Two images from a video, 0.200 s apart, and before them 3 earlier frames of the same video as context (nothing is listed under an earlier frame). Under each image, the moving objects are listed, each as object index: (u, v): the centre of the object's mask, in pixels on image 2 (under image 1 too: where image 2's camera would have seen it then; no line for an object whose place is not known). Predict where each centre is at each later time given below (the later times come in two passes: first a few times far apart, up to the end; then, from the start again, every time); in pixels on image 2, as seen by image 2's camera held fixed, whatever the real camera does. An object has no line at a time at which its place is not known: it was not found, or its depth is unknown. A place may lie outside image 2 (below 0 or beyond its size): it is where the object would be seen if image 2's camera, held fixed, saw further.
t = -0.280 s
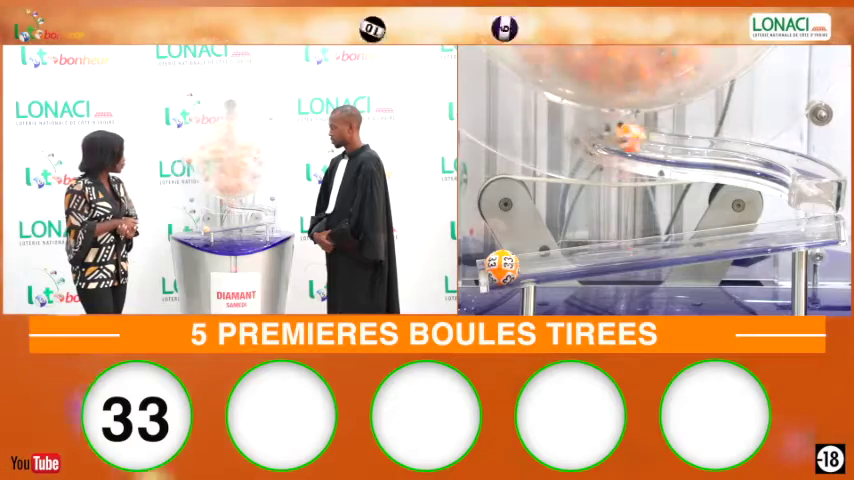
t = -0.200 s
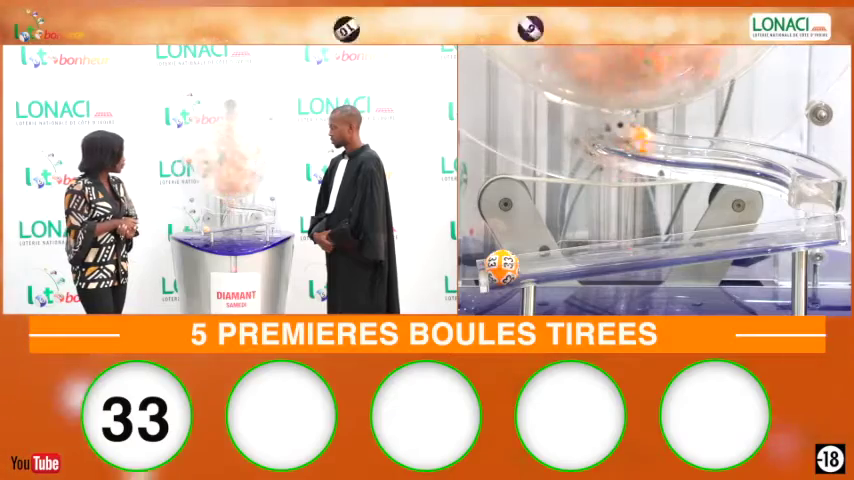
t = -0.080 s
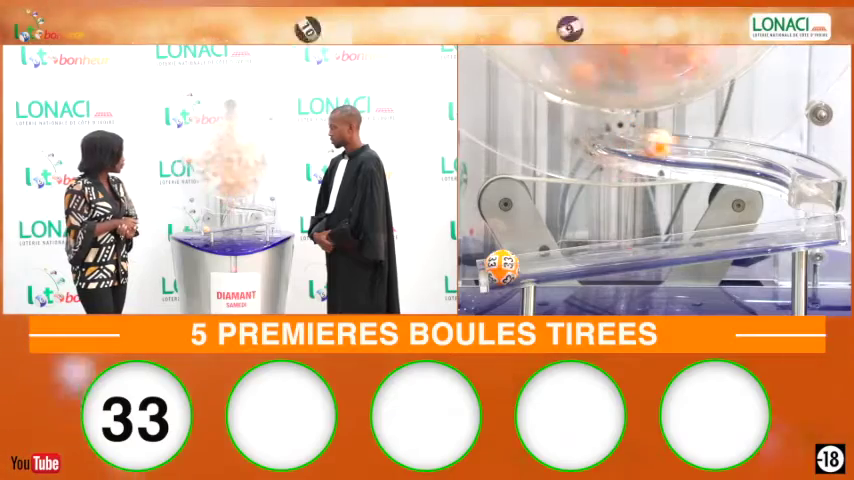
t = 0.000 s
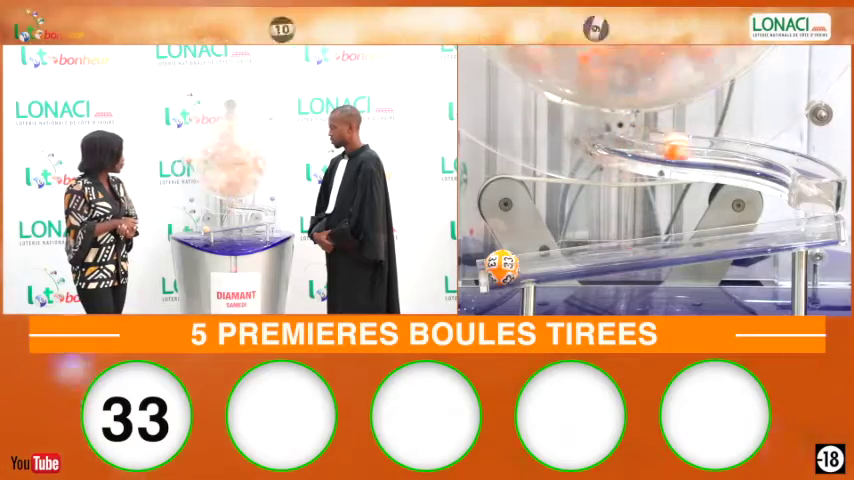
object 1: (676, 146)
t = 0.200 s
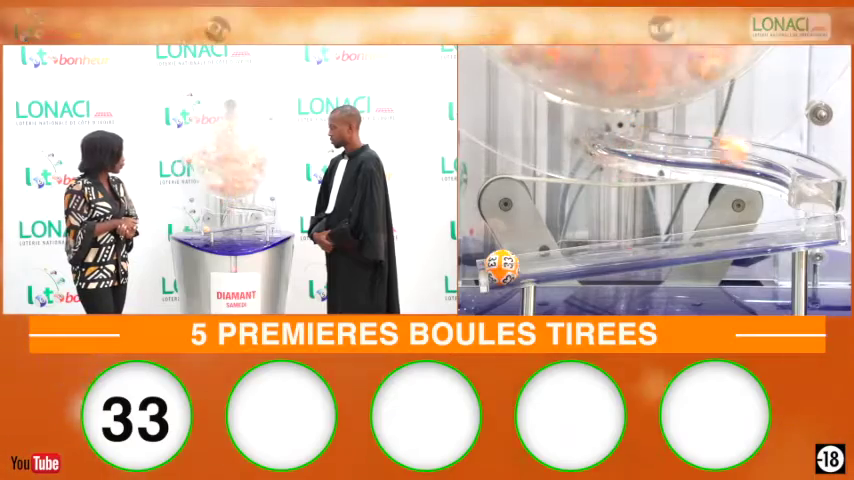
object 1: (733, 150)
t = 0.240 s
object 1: (744, 154)
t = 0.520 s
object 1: (817, 183)
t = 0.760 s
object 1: (805, 225)
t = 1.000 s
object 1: (760, 232)
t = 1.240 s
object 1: (674, 242)
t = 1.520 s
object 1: (544, 257)
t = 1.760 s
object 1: (577, 256)
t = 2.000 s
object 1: (560, 258)
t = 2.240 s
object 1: (542, 261)
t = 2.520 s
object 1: (537, 262)
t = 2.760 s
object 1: (537, 262)
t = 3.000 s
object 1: (537, 262)
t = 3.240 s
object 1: (537, 262)
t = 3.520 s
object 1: (537, 262)
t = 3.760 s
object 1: (538, 262)
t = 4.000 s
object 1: (538, 262)
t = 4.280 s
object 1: (537, 262)
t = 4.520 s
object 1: (537, 262)
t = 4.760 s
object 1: (537, 262)
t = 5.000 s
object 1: (537, 262)
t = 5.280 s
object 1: (537, 262)
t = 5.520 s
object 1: (538, 262)
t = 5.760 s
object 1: (537, 262)
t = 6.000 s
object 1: (538, 262)
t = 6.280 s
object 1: (538, 262)
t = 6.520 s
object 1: (538, 262)
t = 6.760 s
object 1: (538, 262)
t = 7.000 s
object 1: (537, 262)
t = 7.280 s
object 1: (537, 262)
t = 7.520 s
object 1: (538, 262)
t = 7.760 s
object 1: (538, 262)
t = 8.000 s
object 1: (538, 262)
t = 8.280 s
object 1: (538, 262)
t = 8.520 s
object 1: (538, 262)
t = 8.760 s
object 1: (538, 262)
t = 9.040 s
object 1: (538, 262)
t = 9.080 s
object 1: (538, 262)
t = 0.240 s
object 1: (744, 154)
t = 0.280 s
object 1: (756, 155)
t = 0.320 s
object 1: (766, 158)
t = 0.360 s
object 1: (778, 161)
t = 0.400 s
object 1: (788, 164)
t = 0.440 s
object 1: (804, 170)
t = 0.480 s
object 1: (812, 177)
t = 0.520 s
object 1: (817, 183)
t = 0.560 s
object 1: (817, 194)
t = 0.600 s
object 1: (815, 197)
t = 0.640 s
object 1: (817, 207)
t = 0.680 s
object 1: (815, 218)
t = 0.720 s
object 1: (812, 225)
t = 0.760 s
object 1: (805, 225)
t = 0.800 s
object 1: (801, 226)
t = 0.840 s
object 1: (796, 228)
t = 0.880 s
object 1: (789, 228)
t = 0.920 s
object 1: (780, 230)
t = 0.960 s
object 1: (769, 232)
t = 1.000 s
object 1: (760, 232)
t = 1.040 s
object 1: (748, 233)
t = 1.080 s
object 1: (735, 235)
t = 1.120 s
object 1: (719, 237)
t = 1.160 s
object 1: (705, 238)
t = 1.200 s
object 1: (690, 241)
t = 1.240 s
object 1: (674, 242)
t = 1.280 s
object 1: (655, 245)
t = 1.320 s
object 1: (638, 247)
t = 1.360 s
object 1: (617, 250)
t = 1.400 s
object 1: (596, 253)
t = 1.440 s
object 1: (574, 256)
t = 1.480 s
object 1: (552, 259)
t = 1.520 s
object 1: (544, 257)
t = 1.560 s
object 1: (557, 256)
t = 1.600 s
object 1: (565, 256)
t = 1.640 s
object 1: (569, 256)
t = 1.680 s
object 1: (573, 257)
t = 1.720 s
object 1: (575, 257)
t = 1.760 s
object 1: (577, 256)
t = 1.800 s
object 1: (577, 256)
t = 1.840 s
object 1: (575, 257)
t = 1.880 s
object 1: (573, 257)
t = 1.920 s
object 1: (570, 257)
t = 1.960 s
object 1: (565, 258)
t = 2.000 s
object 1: (560, 258)
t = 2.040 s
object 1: (552, 259)
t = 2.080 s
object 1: (543, 261)
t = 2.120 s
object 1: (538, 261)
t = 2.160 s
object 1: (542, 261)
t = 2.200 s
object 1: (542, 261)
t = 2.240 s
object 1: (542, 261)
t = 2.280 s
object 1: (542, 261)
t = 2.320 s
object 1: (540, 261)
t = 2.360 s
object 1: (538, 262)
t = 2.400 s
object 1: (538, 261)
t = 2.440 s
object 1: (538, 261)
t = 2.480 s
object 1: (538, 262)
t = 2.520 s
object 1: (537, 262)
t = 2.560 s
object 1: (537, 262)
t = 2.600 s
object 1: (538, 262)
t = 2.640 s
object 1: (538, 262)
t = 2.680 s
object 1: (537, 262)
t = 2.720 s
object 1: (537, 262)
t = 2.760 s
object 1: (537, 262)
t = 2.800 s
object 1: (537, 262)
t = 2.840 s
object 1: (537, 262)
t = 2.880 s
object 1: (537, 262)
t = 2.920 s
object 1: (537, 262)
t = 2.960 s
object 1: (537, 262)
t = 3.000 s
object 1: (537, 262)
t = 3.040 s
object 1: (538, 262)
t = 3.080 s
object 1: (537, 262)
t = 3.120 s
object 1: (537, 262)
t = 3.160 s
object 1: (537, 262)
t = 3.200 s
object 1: (537, 262)
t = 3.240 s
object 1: (537, 262)
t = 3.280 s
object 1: (537, 262)
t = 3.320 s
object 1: (538, 262)
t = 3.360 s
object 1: (537, 262)
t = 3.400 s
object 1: (537, 262)
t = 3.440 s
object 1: (537, 262)
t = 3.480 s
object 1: (537, 262)
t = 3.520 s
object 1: (537, 262)
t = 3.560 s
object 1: (537, 262)
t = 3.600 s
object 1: (537, 262)
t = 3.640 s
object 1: (537, 262)
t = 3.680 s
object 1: (537, 262)
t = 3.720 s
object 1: (537, 262)
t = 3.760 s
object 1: (538, 262)
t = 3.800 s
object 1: (537, 262)
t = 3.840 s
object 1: (537, 262)
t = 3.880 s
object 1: (537, 262)
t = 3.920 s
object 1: (537, 262)
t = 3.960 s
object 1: (537, 262)
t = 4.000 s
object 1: (538, 262)
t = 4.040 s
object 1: (537, 262)
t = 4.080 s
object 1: (538, 262)
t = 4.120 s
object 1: (537, 262)
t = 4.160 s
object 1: (537, 262)
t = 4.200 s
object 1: (537, 262)
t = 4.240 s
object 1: (538, 262)
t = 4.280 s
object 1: (537, 262)
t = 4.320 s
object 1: (538, 262)
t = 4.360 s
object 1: (537, 262)
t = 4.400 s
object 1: (538, 262)
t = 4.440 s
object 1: (538, 262)
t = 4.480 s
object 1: (538, 262)
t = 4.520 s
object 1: (537, 262)
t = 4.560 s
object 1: (538, 262)
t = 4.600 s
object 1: (537, 262)
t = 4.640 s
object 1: (537, 262)
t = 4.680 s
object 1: (537, 262)
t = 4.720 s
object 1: (537, 262)
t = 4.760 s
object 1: (537, 262)
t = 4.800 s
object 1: (537, 262)
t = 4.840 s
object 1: (537, 262)
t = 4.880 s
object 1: (537, 262)
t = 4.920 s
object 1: (537, 262)
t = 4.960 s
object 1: (537, 262)
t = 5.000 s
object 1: (537, 262)
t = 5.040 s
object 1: (537, 262)
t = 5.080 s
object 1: (538, 262)
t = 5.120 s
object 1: (537, 262)
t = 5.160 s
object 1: (538, 262)
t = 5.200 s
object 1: (538, 262)
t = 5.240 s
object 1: (537, 262)
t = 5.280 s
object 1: (537, 262)
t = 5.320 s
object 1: (537, 262)
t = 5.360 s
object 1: (538, 262)
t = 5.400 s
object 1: (538, 262)
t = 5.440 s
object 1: (538, 262)
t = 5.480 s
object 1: (538, 262)
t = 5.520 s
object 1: (538, 262)
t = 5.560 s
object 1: (538, 262)
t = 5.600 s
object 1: (538, 262)
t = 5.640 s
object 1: (538, 262)
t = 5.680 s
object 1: (538, 262)
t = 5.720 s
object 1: (538, 262)
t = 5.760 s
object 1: (537, 262)
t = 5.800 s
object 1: (538, 262)
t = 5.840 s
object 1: (538, 262)
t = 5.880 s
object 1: (538, 262)
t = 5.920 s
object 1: (538, 262)
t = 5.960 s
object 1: (538, 262)
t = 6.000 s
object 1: (538, 262)
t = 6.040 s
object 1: (538, 262)
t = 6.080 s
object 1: (538, 262)
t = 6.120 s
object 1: (538, 262)
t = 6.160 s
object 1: (538, 262)
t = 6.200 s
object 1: (538, 262)
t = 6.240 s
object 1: (538, 262)
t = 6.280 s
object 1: (538, 262)
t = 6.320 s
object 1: (538, 262)
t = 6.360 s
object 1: (538, 262)
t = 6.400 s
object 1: (538, 262)
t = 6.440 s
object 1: (538, 262)
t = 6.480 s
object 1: (538, 262)
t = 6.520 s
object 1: (538, 262)
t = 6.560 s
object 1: (538, 262)
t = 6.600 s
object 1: (538, 262)
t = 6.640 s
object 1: (538, 262)
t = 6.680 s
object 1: (538, 262)
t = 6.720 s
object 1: (538, 262)
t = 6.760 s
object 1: (538, 262)
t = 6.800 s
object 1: (538, 262)
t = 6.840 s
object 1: (538, 262)
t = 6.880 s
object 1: (538, 262)
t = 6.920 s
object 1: (538, 262)
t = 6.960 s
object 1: (538, 262)
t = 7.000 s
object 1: (537, 262)
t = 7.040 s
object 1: (537, 262)
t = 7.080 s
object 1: (537, 262)
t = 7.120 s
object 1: (537, 262)
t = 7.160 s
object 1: (537, 262)
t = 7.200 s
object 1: (537, 262)
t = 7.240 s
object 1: (538, 262)
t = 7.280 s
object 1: (537, 262)
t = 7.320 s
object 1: (537, 262)
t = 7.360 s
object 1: (537, 262)
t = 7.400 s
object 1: (537, 262)
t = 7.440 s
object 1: (537, 262)
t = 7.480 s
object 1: (537, 262)
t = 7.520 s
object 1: (538, 262)
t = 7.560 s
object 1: (538, 262)
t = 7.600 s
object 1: (538, 262)
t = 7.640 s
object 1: (538, 262)
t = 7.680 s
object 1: (538, 262)
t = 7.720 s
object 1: (538, 262)
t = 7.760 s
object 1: (538, 262)
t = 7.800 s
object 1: (538, 262)
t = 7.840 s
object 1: (538, 262)
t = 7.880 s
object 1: (538, 262)
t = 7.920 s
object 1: (538, 262)
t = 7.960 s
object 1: (538, 262)
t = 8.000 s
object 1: (538, 262)
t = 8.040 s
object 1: (538, 262)
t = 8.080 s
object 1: (538, 262)
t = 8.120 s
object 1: (538, 262)
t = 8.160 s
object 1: (538, 262)
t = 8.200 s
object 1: (538, 262)
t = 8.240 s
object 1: (538, 262)
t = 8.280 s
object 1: (538, 262)
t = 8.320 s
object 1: (538, 262)
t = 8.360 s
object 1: (538, 262)
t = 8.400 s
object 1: (538, 262)
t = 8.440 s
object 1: (538, 262)
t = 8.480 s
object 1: (538, 262)
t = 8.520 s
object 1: (538, 262)
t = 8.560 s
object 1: (538, 262)
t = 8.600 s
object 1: (538, 262)
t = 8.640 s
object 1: (538, 262)
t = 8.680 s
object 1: (538, 262)
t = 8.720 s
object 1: (538, 262)
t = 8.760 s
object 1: (538, 262)
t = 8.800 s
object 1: (538, 262)
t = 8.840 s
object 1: (538, 262)
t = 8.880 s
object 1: (538, 262)
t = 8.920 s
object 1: (538, 262)
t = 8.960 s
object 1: (538, 262)
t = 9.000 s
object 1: (538, 262)
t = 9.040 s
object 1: (538, 262)
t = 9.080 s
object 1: (538, 262)
